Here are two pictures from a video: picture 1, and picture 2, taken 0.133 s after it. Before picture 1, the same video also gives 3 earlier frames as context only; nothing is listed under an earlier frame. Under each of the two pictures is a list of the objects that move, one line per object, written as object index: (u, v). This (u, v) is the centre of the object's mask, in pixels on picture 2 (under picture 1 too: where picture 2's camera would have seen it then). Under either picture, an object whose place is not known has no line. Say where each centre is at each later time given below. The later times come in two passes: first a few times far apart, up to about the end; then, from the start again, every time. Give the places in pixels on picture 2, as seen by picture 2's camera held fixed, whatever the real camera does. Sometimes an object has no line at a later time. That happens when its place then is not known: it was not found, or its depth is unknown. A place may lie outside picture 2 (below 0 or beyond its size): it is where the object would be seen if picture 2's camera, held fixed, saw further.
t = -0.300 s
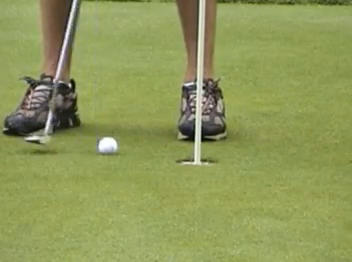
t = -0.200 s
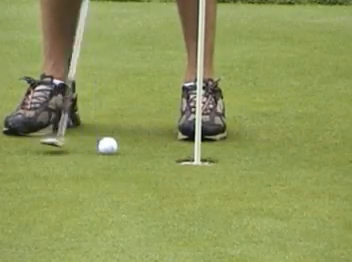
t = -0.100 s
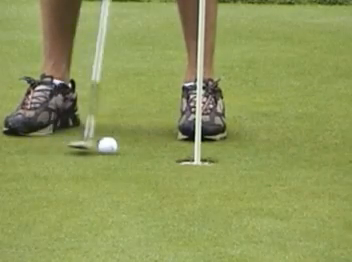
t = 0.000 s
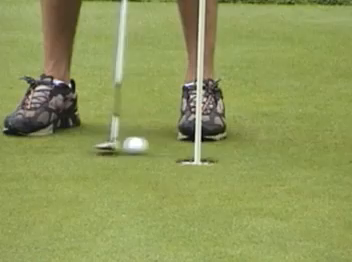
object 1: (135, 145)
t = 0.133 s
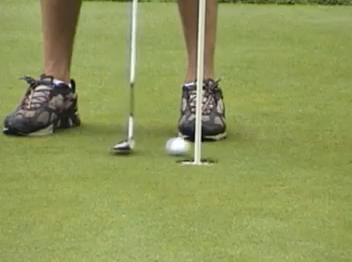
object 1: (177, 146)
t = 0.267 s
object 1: (214, 148)
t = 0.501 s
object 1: (263, 150)
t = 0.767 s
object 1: (298, 152)
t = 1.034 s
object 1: (313, 154)
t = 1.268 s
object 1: (313, 154)
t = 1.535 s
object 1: (314, 154)
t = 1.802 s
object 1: (314, 154)
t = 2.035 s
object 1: (313, 154)
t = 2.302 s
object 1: (313, 154)
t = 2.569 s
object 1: (313, 154)
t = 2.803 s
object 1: (313, 154)
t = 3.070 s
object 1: (314, 154)
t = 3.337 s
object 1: (314, 154)
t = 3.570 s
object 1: (314, 154)
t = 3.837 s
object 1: (314, 154)
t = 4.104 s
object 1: (314, 154)
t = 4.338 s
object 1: (313, 154)
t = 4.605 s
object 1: (313, 154)
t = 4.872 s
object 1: (313, 154)
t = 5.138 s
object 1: (314, 154)
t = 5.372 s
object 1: (314, 153)
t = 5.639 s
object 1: (313, 154)
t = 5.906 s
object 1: (314, 154)
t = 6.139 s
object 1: (313, 154)
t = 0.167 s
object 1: (186, 147)
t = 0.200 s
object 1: (195, 147)
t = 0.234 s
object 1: (208, 148)
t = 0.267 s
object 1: (214, 148)
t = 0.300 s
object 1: (221, 148)
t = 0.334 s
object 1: (229, 148)
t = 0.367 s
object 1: (237, 149)
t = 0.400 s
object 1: (244, 149)
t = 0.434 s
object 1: (251, 149)
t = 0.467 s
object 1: (256, 149)
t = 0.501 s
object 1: (263, 150)
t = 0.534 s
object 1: (268, 150)
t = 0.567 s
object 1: (273, 150)
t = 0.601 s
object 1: (278, 151)
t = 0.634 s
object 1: (283, 151)
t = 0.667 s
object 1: (287, 152)
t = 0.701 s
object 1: (291, 152)
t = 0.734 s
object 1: (294, 152)
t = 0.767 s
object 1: (298, 152)
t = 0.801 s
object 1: (301, 152)
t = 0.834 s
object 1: (304, 153)
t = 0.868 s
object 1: (306, 153)
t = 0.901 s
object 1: (308, 153)
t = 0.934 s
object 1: (310, 153)
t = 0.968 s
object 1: (312, 153)
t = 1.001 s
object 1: (313, 153)
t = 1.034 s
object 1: (313, 154)
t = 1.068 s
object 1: (314, 154)
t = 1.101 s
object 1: (314, 154)
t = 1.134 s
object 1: (314, 154)
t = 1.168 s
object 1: (314, 153)
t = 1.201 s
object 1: (314, 154)
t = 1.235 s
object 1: (314, 153)
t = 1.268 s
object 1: (313, 154)
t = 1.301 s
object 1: (313, 153)
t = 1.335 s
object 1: (313, 154)
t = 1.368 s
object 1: (314, 153)
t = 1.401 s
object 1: (314, 153)
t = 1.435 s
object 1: (313, 154)
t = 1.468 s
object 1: (314, 154)
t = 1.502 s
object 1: (313, 154)
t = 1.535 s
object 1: (314, 154)
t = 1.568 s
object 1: (313, 154)
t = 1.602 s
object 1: (314, 153)
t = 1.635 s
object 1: (313, 154)
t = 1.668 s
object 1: (313, 154)
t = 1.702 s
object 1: (314, 154)
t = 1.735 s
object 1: (313, 154)
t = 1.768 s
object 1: (313, 154)
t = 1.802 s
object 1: (314, 154)
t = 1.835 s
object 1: (313, 154)
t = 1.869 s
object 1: (313, 154)
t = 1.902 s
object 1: (313, 154)
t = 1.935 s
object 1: (313, 154)
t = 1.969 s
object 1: (313, 154)
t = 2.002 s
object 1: (313, 154)
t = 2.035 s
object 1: (313, 154)
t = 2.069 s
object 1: (313, 154)
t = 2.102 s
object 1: (313, 154)
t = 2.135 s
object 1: (313, 154)
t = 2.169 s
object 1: (313, 154)
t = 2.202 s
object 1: (313, 154)
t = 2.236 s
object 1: (313, 154)
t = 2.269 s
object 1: (313, 154)
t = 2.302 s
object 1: (313, 154)
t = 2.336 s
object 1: (313, 154)
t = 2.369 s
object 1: (313, 154)
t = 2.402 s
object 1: (313, 154)
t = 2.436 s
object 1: (313, 154)
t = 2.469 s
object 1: (313, 154)
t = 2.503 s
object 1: (313, 154)
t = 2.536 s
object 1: (313, 154)
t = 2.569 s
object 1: (313, 154)
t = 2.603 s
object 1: (313, 154)
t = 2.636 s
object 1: (313, 154)
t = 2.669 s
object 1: (314, 154)
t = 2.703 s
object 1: (313, 154)
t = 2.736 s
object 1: (313, 154)
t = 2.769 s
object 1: (313, 154)
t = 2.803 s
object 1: (313, 154)
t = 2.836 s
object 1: (313, 154)
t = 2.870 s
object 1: (313, 154)
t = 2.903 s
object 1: (314, 154)
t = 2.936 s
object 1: (314, 154)
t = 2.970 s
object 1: (314, 154)
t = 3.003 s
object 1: (314, 154)
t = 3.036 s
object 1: (314, 153)
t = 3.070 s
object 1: (314, 154)
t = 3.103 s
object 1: (314, 154)
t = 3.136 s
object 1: (313, 154)
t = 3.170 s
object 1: (314, 154)
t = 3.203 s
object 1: (313, 154)
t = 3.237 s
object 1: (313, 154)
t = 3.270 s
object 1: (314, 154)
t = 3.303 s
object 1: (313, 154)
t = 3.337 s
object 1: (314, 154)
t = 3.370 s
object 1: (314, 154)
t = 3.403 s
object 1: (314, 154)
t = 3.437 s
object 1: (314, 154)
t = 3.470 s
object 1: (314, 154)
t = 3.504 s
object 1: (314, 154)
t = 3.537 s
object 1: (313, 154)
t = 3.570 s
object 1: (314, 154)
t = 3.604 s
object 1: (313, 154)
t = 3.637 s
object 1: (314, 154)
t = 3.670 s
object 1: (313, 154)
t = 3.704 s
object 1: (313, 154)
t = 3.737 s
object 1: (314, 154)
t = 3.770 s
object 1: (313, 154)
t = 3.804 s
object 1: (314, 154)
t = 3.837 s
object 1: (314, 154)
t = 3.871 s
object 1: (313, 154)
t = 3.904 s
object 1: (314, 154)
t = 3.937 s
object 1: (314, 154)
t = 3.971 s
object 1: (313, 154)
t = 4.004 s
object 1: (314, 154)
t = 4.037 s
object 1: (313, 154)
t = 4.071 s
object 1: (313, 154)
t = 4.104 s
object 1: (314, 154)
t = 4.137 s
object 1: (314, 154)
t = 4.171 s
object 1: (314, 154)
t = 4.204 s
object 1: (314, 154)
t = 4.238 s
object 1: (313, 154)
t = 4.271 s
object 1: (314, 154)
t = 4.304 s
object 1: (314, 154)
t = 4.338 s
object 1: (313, 154)
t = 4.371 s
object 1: (313, 154)
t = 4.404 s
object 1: (313, 154)
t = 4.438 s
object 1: (313, 154)
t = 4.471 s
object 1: (314, 154)
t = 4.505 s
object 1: (313, 154)
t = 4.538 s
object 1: (313, 154)
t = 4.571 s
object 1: (313, 154)
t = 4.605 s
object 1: (313, 154)
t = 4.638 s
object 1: (313, 154)
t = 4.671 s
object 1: (314, 154)
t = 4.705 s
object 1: (313, 154)
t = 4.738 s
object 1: (313, 154)
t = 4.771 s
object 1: (313, 154)
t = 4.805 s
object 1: (313, 154)
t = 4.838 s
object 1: (313, 154)
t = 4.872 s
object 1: (313, 154)
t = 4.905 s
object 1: (313, 154)
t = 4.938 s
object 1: (313, 154)
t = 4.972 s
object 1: (313, 154)
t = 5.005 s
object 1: (313, 154)
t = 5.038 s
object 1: (314, 154)
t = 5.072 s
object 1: (314, 154)
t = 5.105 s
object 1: (314, 154)
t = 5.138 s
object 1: (314, 154)
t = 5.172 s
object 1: (314, 154)
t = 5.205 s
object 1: (313, 154)
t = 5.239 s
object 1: (313, 154)
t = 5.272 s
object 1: (314, 154)
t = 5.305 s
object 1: (313, 154)
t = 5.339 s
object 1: (313, 154)
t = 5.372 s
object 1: (314, 153)
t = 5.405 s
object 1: (313, 153)
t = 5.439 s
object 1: (313, 154)
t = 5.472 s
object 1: (313, 154)
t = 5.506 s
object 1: (313, 154)
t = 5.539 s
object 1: (313, 154)
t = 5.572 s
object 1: (313, 154)
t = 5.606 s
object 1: (313, 154)
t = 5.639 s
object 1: (313, 154)
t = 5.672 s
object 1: (313, 154)
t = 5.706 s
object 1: (313, 154)
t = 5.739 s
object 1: (313, 154)
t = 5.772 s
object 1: (313, 154)
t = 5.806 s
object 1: (314, 154)
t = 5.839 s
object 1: (314, 154)
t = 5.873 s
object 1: (313, 154)
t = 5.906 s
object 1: (314, 154)
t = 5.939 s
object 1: (314, 154)
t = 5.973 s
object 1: (314, 154)
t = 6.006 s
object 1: (313, 154)
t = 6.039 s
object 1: (314, 154)
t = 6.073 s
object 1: (313, 154)
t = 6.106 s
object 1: (313, 154)
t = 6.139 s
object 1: (313, 154)
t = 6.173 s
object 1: (314, 154)
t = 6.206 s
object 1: (314, 154)
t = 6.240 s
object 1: (314, 154)
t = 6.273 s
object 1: (313, 154)
